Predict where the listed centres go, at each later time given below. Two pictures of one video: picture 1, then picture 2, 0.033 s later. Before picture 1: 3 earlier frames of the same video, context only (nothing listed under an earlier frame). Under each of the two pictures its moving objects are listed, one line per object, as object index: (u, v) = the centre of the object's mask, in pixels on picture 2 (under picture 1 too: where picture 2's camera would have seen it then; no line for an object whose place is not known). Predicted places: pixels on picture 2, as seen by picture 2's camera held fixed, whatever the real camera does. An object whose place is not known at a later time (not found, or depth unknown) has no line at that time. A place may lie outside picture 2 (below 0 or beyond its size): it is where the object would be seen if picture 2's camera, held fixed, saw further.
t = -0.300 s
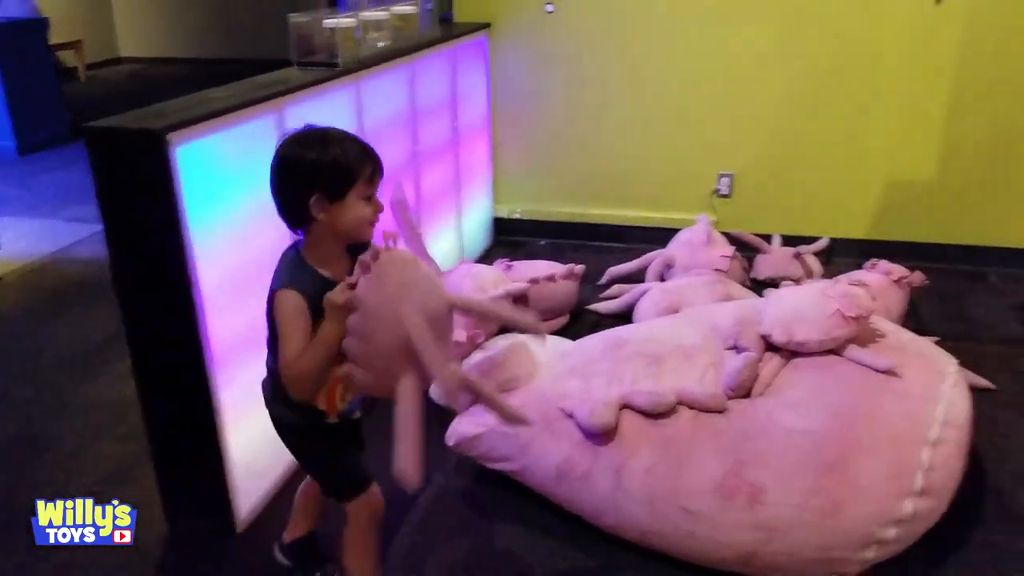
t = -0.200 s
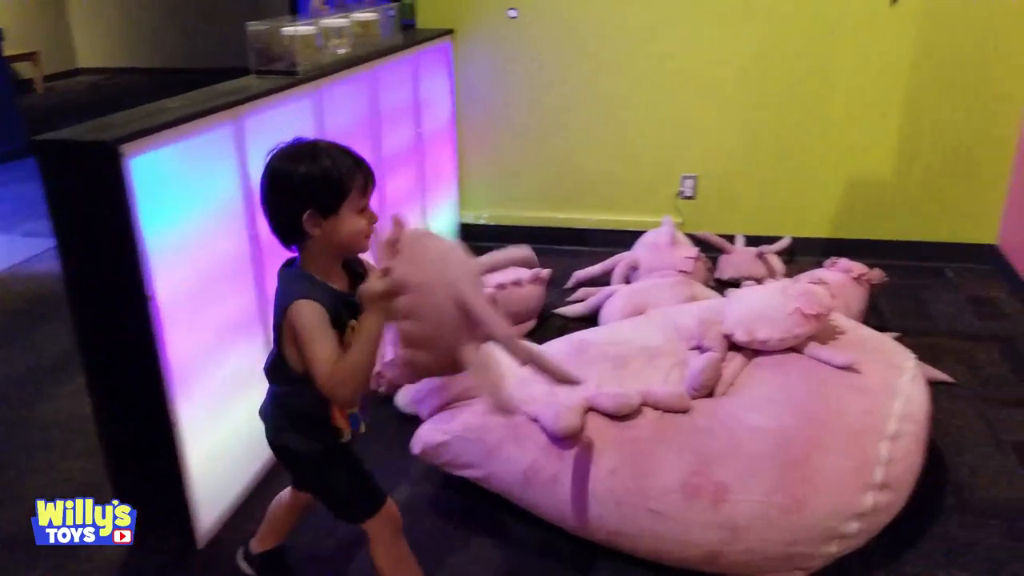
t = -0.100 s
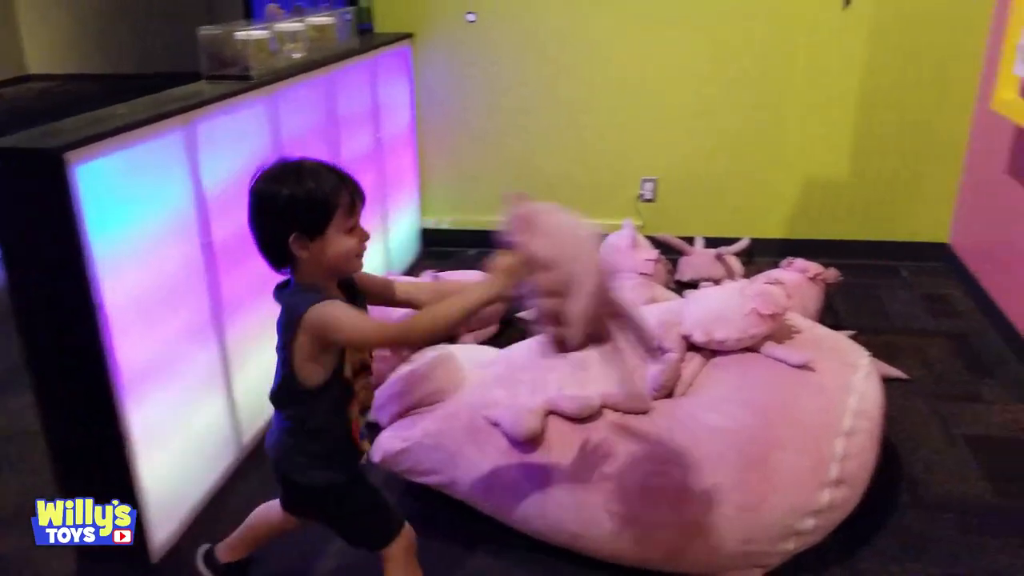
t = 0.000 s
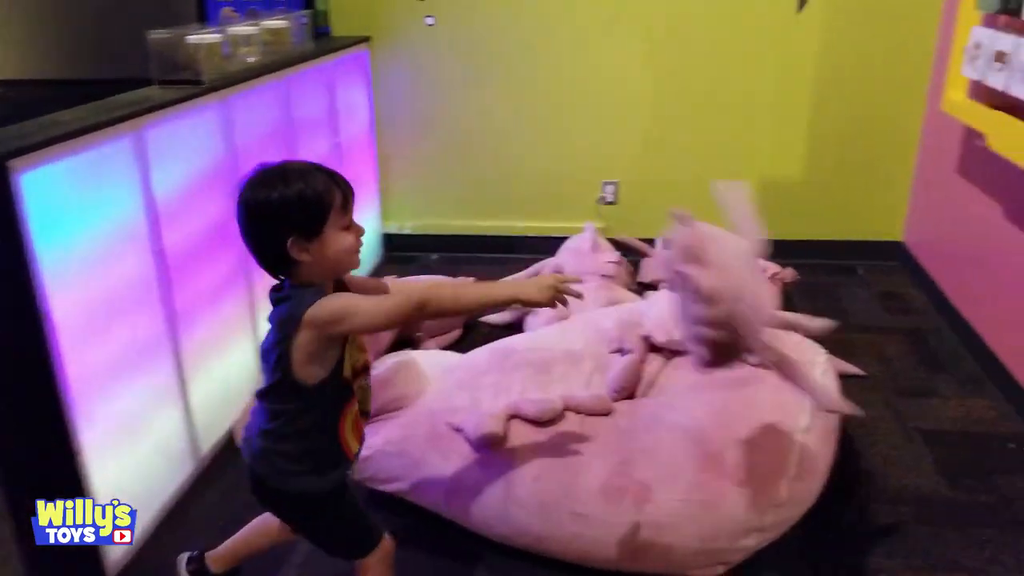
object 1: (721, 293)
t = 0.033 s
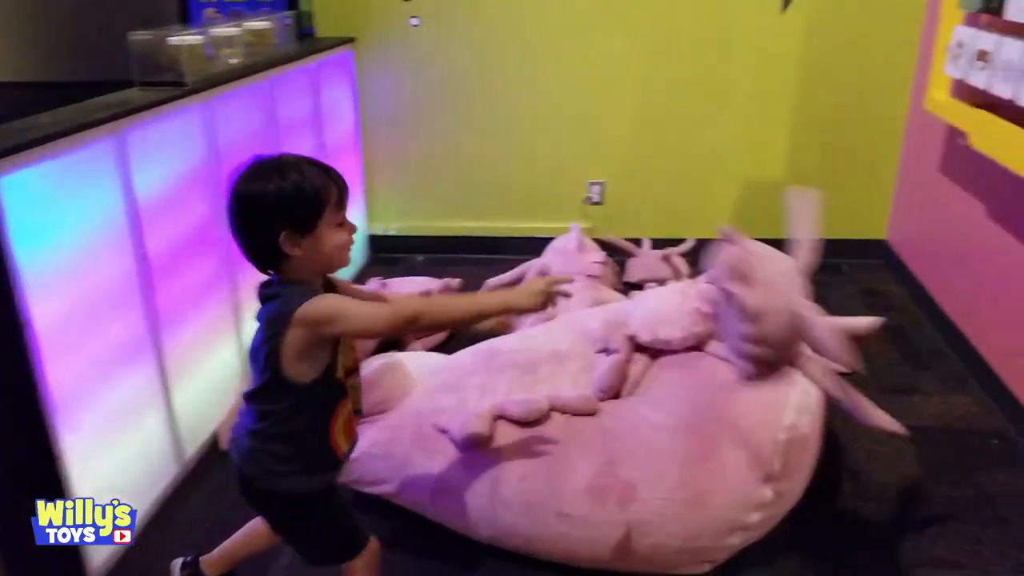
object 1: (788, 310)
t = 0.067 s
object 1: (847, 328)
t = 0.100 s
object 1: (899, 356)
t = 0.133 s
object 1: (947, 385)
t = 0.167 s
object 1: (999, 414)
